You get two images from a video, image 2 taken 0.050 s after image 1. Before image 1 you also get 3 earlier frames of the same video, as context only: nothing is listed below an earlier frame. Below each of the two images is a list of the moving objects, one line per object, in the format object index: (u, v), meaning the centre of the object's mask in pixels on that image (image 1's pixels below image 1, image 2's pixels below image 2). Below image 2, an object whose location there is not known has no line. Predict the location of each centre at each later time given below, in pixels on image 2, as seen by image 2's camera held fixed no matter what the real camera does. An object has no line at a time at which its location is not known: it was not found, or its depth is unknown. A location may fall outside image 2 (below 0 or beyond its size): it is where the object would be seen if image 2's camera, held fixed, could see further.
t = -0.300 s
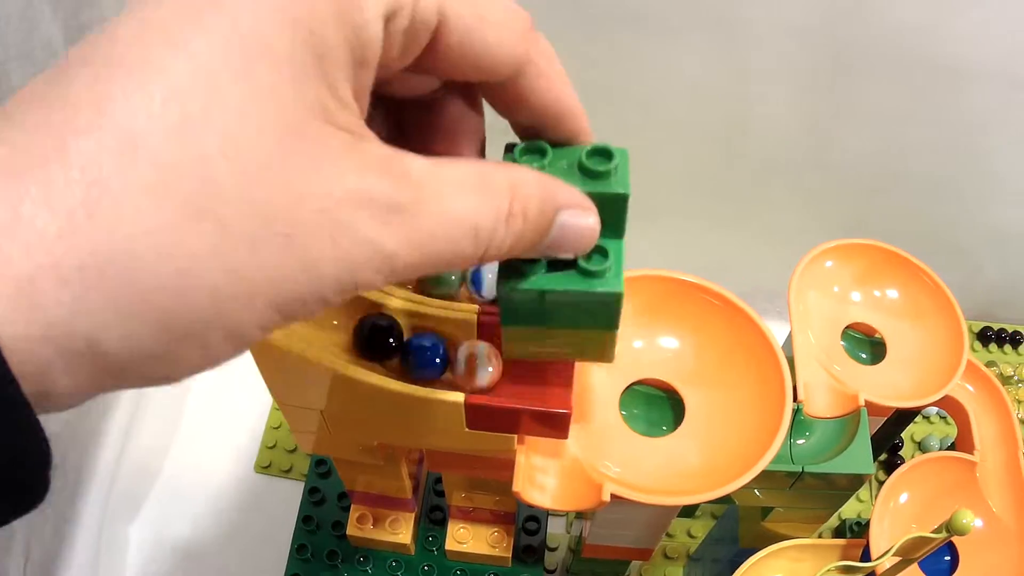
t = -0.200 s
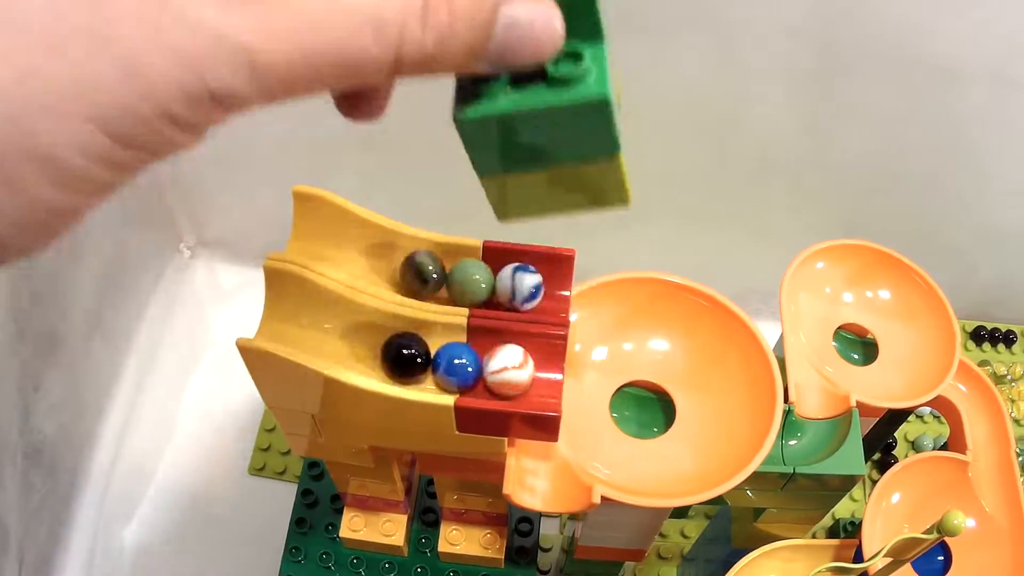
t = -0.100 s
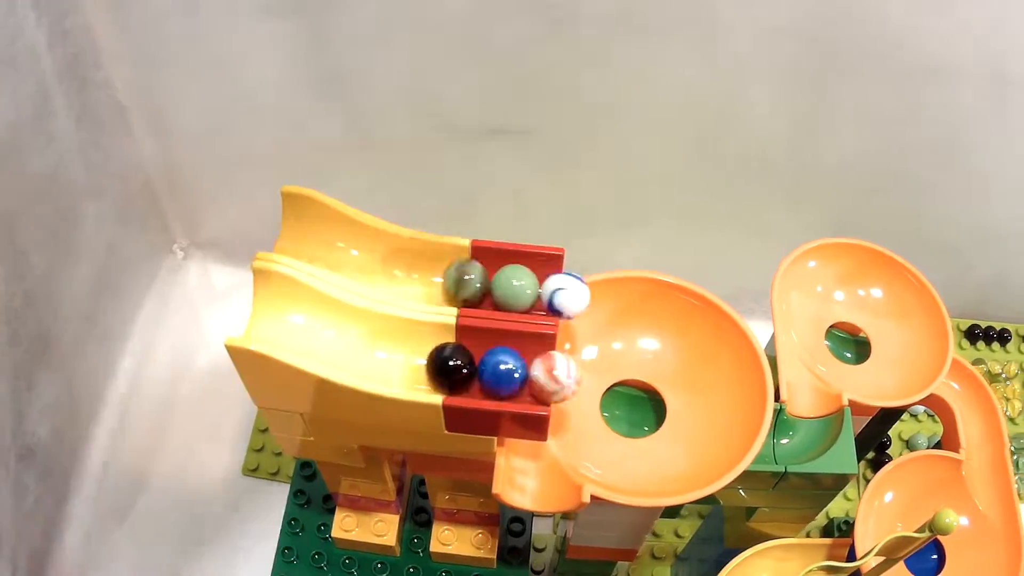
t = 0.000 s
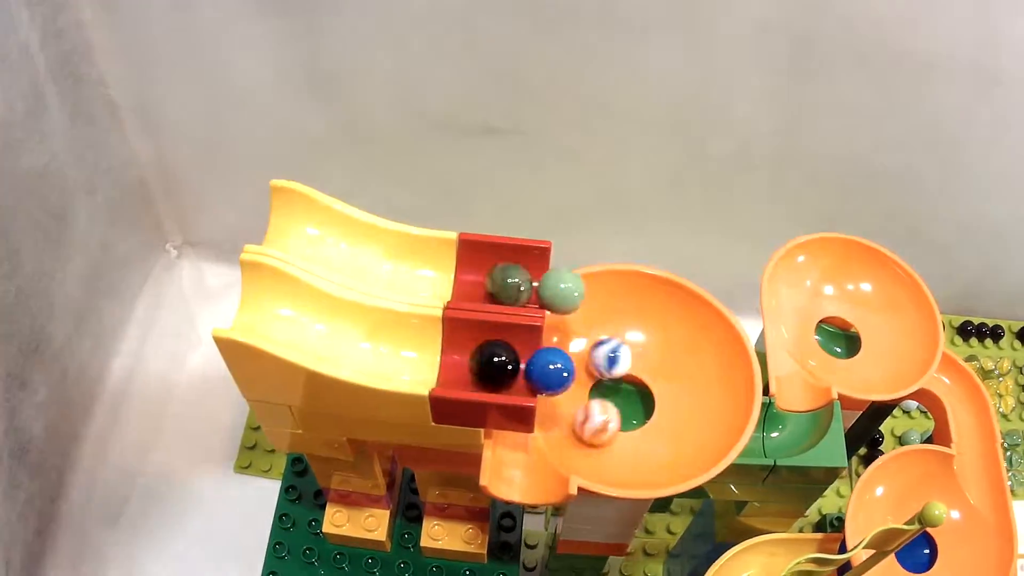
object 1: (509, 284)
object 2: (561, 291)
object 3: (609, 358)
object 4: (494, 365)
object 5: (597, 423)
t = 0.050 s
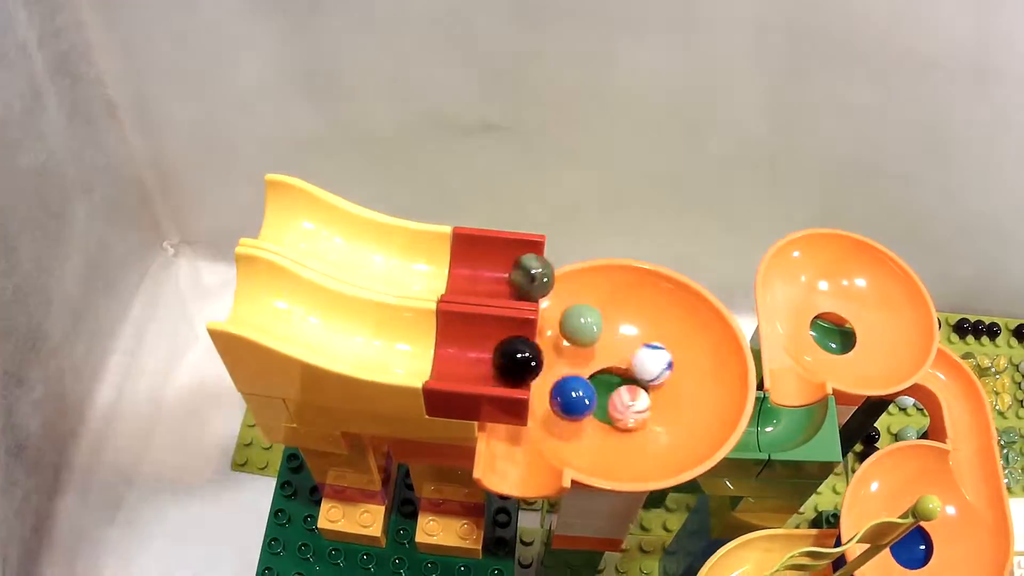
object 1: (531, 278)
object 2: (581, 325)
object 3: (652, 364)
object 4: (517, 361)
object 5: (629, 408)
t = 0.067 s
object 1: (542, 277)
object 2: (588, 346)
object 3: (667, 360)
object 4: (527, 361)
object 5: (638, 408)
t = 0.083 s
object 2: (602, 355)
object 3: (680, 362)
